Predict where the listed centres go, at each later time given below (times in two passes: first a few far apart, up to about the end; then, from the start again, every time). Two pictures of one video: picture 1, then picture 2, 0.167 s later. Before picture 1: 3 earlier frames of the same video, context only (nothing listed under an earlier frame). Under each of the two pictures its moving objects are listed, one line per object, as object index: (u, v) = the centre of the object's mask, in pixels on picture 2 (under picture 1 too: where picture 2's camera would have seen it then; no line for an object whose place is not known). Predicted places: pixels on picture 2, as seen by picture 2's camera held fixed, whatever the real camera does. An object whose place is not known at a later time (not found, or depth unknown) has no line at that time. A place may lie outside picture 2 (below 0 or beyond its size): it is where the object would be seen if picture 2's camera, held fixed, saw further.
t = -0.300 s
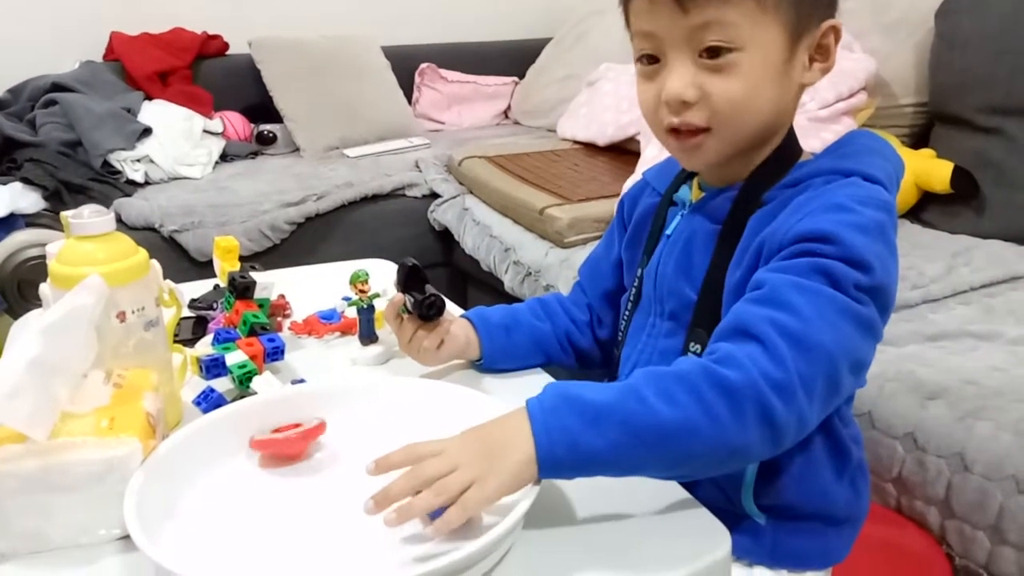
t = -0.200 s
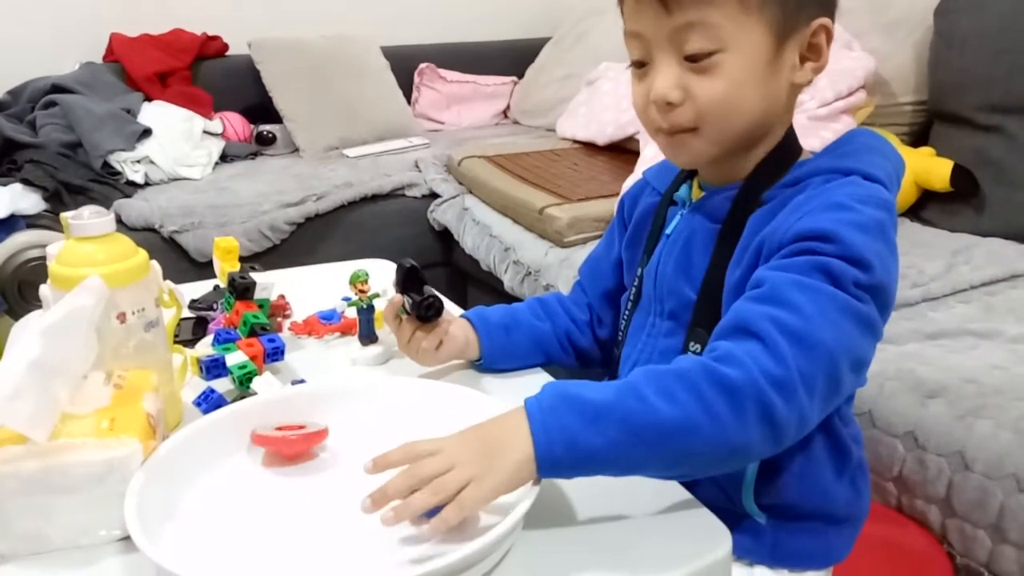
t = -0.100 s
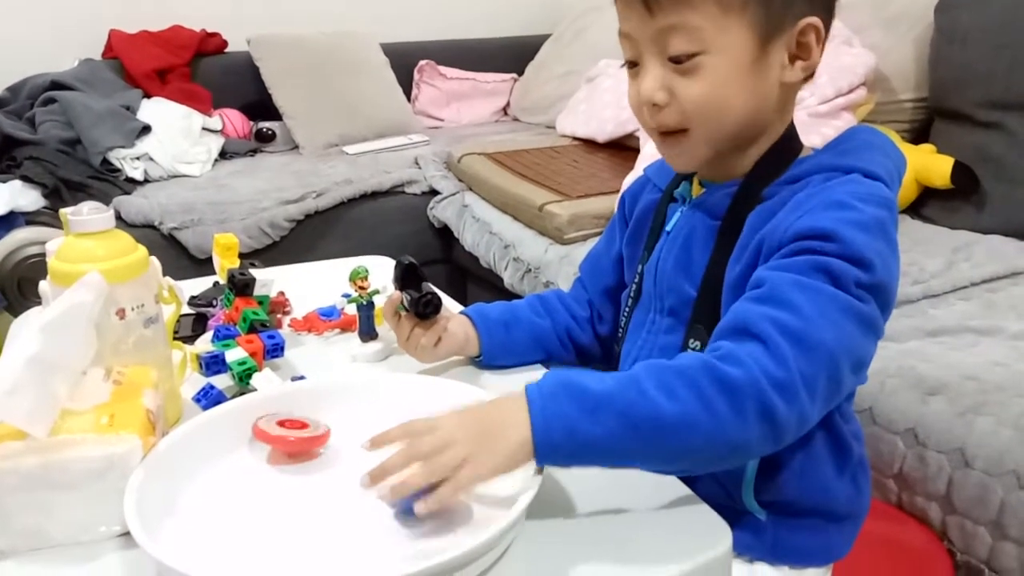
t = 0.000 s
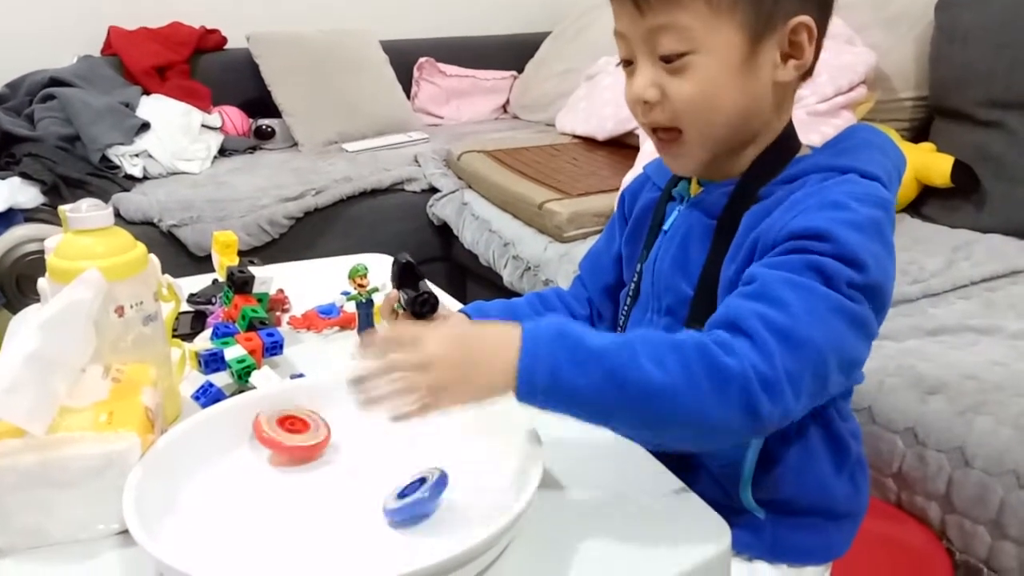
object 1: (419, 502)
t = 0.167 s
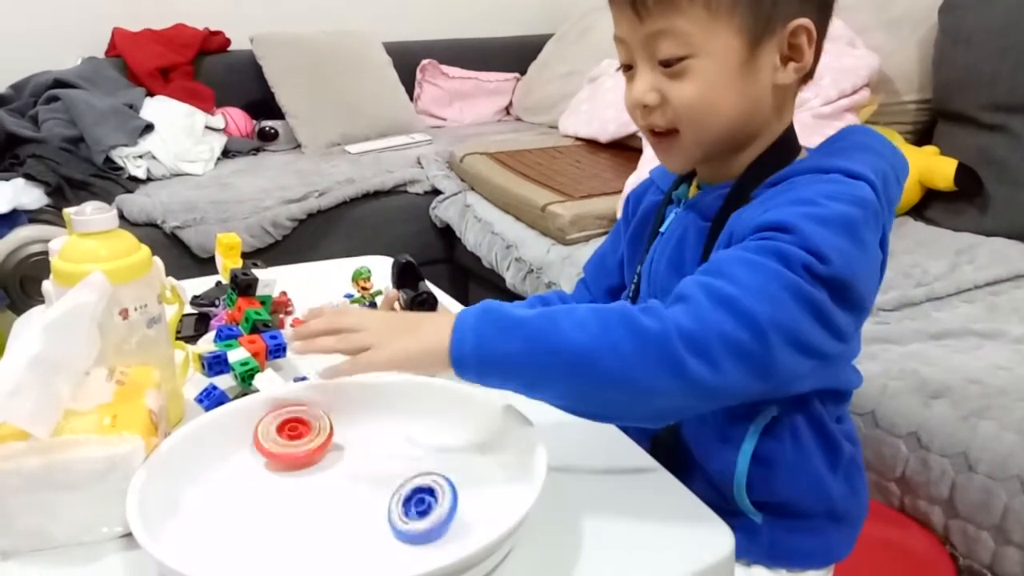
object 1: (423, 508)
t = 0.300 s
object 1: (434, 509)
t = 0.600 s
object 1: (446, 499)
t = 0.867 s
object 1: (427, 499)
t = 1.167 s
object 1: (423, 508)
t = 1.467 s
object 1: (441, 507)
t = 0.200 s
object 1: (425, 509)
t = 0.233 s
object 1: (428, 509)
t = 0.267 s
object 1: (431, 509)
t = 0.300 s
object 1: (434, 509)
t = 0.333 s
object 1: (436, 508)
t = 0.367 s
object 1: (439, 508)
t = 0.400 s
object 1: (441, 507)
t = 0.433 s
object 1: (443, 506)
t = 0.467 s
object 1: (444, 505)
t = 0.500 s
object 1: (445, 504)
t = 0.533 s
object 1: (446, 503)
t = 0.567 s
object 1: (446, 502)
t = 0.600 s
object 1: (446, 499)
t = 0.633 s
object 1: (445, 499)
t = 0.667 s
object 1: (444, 500)
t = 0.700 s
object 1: (441, 500)
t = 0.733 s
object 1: (440, 499)
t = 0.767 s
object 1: (437, 499)
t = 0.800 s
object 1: (433, 498)
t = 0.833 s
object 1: (430, 499)
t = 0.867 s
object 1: (427, 499)
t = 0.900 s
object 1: (424, 500)
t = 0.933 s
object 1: (421, 502)
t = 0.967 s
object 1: (420, 502)
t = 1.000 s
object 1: (418, 503)
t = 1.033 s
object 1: (418, 504)
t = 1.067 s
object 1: (418, 506)
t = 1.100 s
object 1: (419, 507)
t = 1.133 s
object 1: (421, 507)
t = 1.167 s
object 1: (423, 508)
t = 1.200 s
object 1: (426, 511)
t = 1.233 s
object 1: (428, 509)
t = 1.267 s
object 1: (431, 509)
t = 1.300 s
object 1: (432, 509)
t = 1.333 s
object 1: (434, 509)
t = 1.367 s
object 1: (436, 509)
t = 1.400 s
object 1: (437, 509)
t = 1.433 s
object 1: (439, 508)
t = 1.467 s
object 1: (441, 507)
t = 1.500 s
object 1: (442, 506)
